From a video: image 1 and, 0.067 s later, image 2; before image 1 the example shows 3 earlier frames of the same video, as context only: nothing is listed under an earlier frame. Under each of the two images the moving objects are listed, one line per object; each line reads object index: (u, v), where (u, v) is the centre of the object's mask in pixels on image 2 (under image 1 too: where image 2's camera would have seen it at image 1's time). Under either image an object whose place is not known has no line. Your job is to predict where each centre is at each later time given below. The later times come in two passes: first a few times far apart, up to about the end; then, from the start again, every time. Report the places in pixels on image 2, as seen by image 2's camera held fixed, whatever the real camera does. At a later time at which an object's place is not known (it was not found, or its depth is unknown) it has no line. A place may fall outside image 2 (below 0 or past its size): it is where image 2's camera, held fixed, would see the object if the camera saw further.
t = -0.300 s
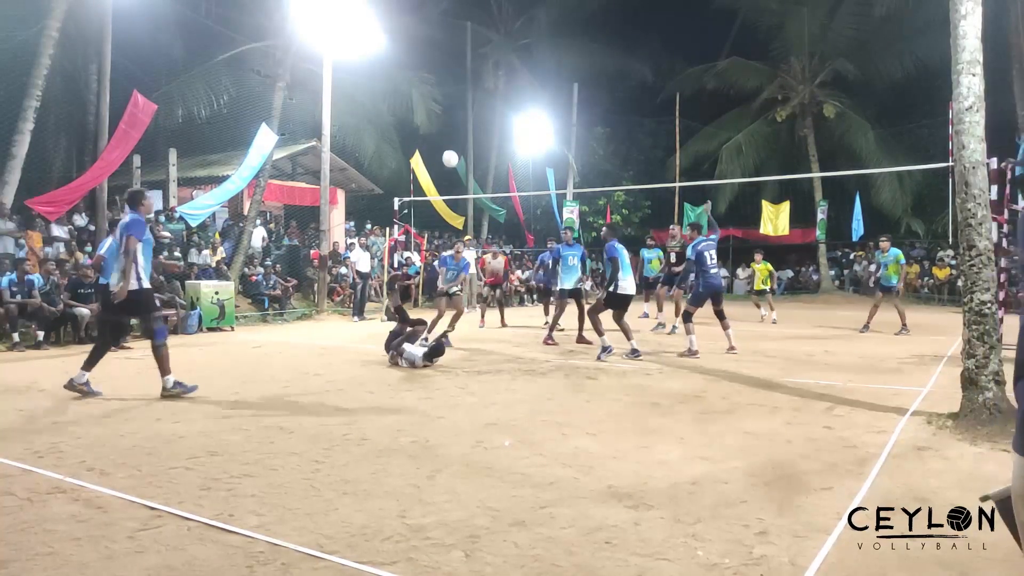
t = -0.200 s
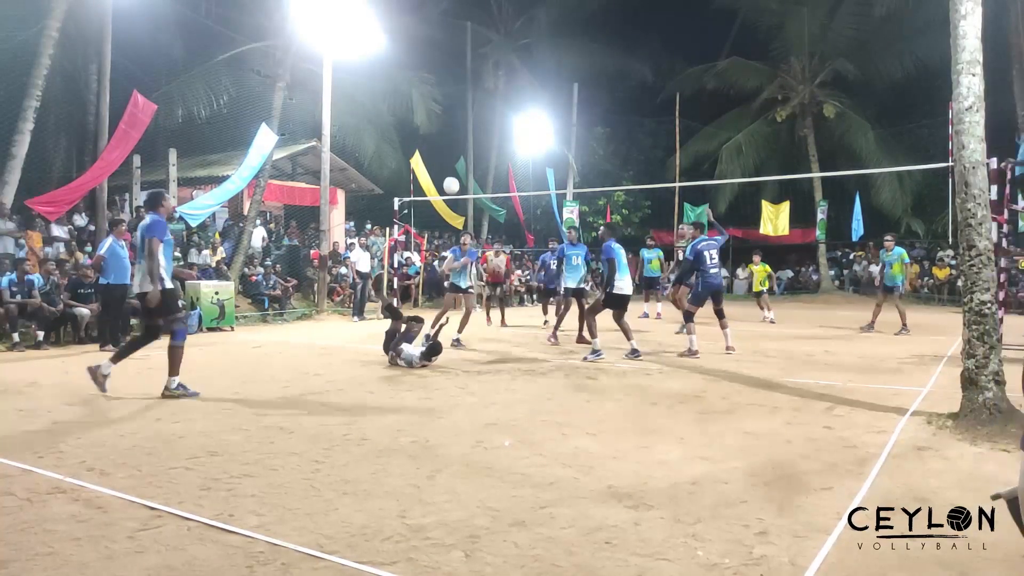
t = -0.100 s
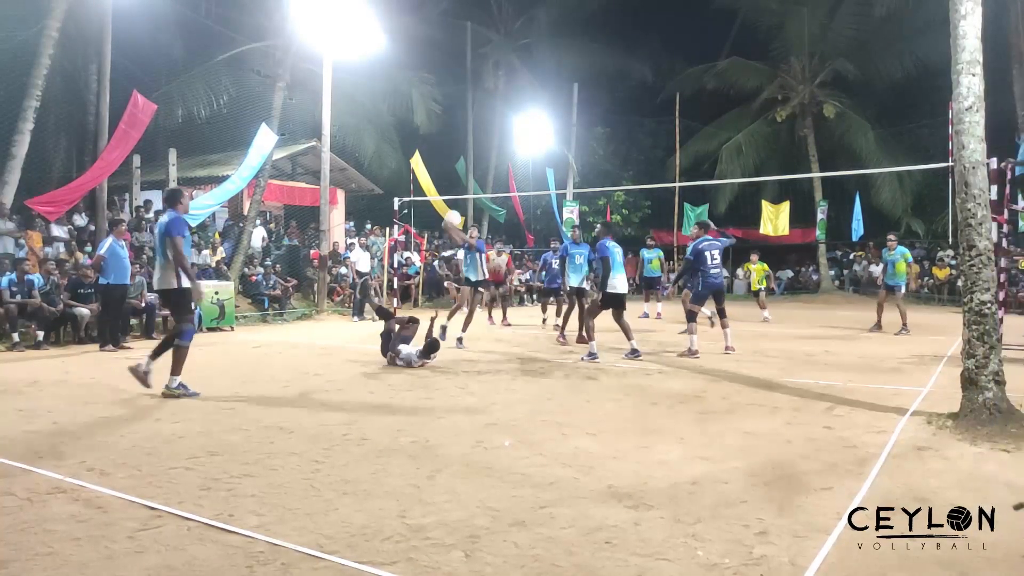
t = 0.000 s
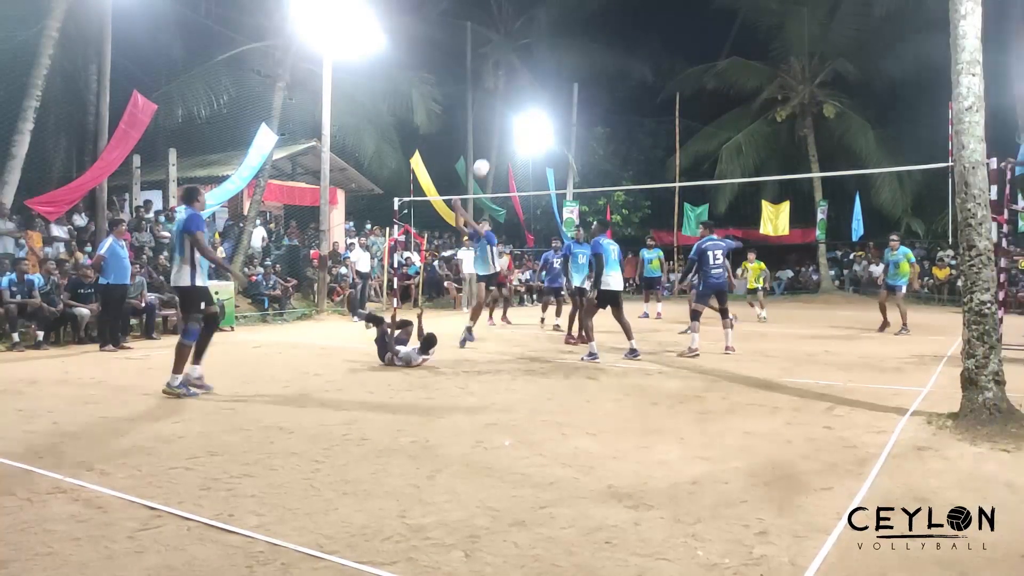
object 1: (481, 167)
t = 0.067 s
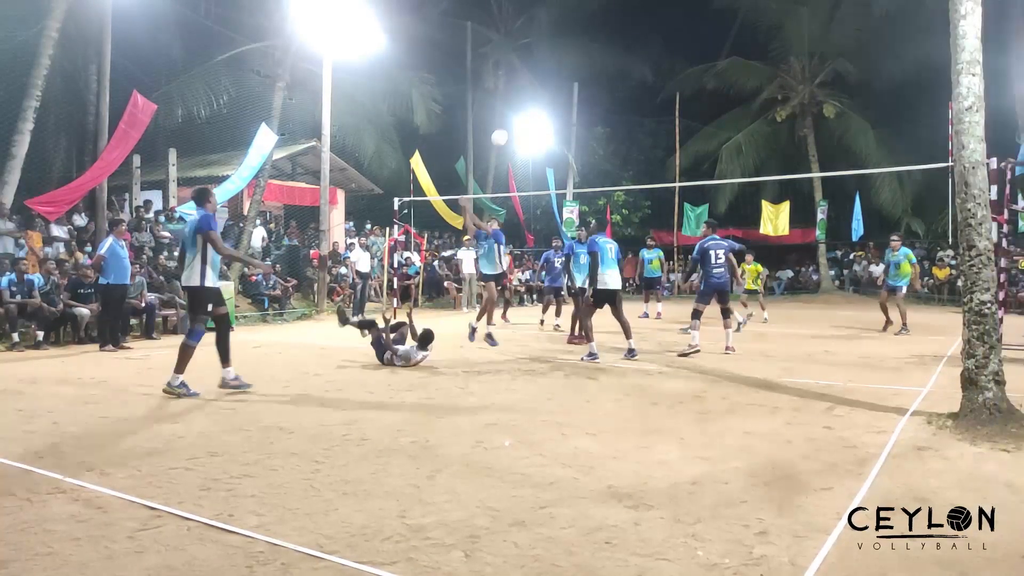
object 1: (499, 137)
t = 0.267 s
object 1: (553, 70)
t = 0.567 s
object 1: (612, 37)
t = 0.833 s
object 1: (654, 51)
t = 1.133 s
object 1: (691, 103)
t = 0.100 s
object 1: (507, 123)
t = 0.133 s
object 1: (516, 110)
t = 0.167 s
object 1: (526, 101)
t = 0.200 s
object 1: (533, 91)
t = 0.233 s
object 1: (541, 82)
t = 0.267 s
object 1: (553, 70)
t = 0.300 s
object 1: (560, 63)
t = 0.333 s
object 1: (567, 57)
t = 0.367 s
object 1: (574, 52)
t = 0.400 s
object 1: (581, 48)
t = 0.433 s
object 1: (588, 44)
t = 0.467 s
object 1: (594, 41)
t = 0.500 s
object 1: (600, 39)
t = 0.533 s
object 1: (606, 38)
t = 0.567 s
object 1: (612, 37)
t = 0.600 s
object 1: (618, 37)
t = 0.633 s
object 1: (624, 37)
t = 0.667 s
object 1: (629, 38)
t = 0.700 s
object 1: (634, 40)
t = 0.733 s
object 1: (639, 42)
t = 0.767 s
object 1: (644, 44)
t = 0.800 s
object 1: (649, 48)
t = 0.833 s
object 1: (654, 51)
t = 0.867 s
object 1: (658, 55)
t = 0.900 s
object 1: (663, 60)
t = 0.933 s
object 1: (667, 65)
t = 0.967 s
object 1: (671, 71)
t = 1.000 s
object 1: (675, 76)
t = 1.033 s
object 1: (679, 83)
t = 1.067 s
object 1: (683, 89)
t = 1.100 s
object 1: (687, 96)
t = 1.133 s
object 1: (691, 103)
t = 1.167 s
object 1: (695, 111)
